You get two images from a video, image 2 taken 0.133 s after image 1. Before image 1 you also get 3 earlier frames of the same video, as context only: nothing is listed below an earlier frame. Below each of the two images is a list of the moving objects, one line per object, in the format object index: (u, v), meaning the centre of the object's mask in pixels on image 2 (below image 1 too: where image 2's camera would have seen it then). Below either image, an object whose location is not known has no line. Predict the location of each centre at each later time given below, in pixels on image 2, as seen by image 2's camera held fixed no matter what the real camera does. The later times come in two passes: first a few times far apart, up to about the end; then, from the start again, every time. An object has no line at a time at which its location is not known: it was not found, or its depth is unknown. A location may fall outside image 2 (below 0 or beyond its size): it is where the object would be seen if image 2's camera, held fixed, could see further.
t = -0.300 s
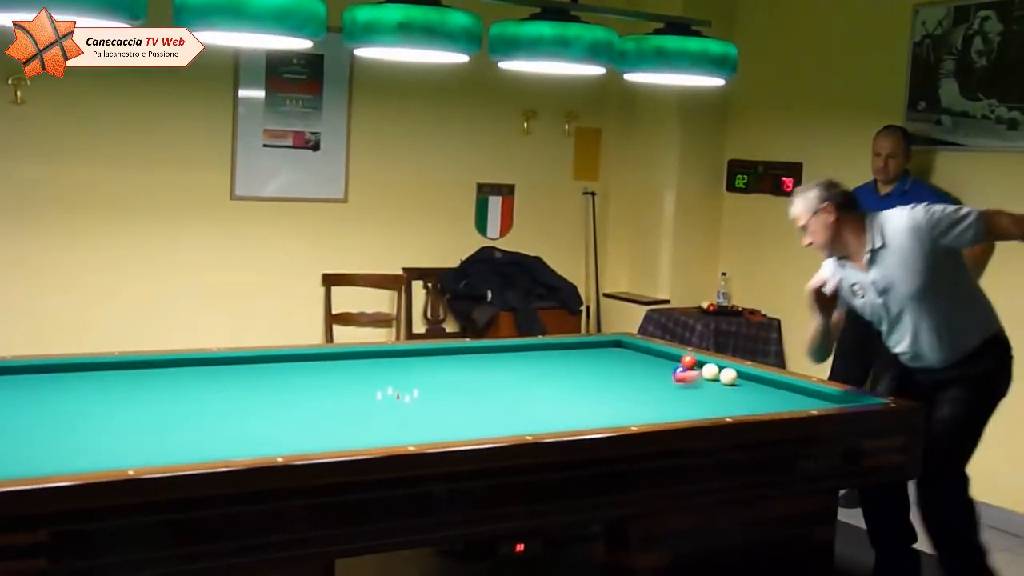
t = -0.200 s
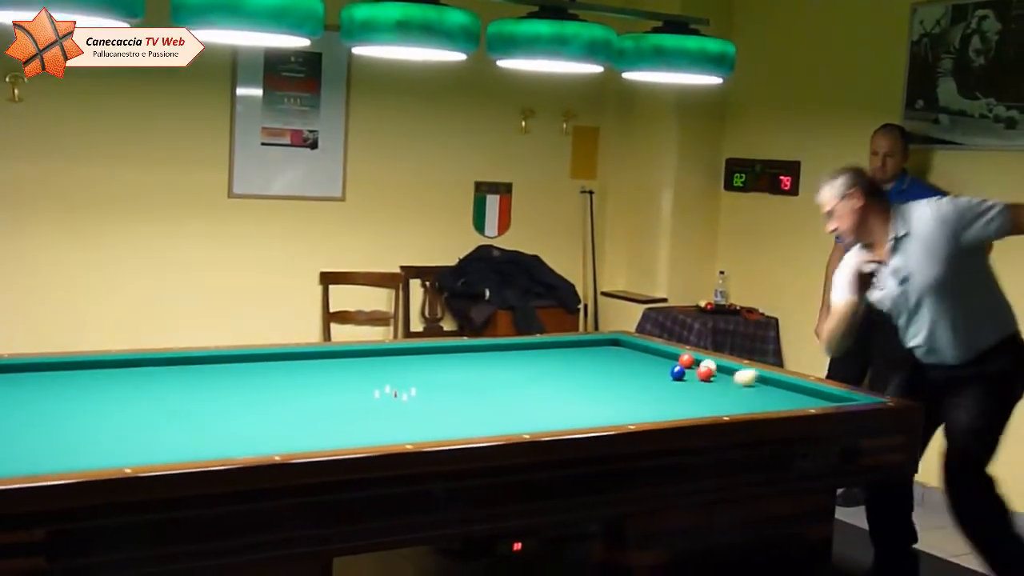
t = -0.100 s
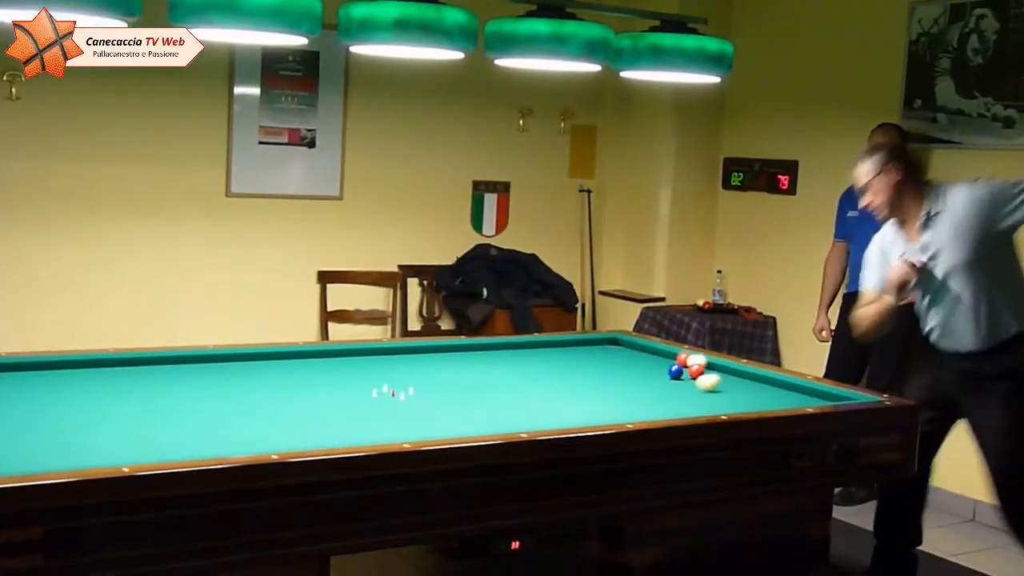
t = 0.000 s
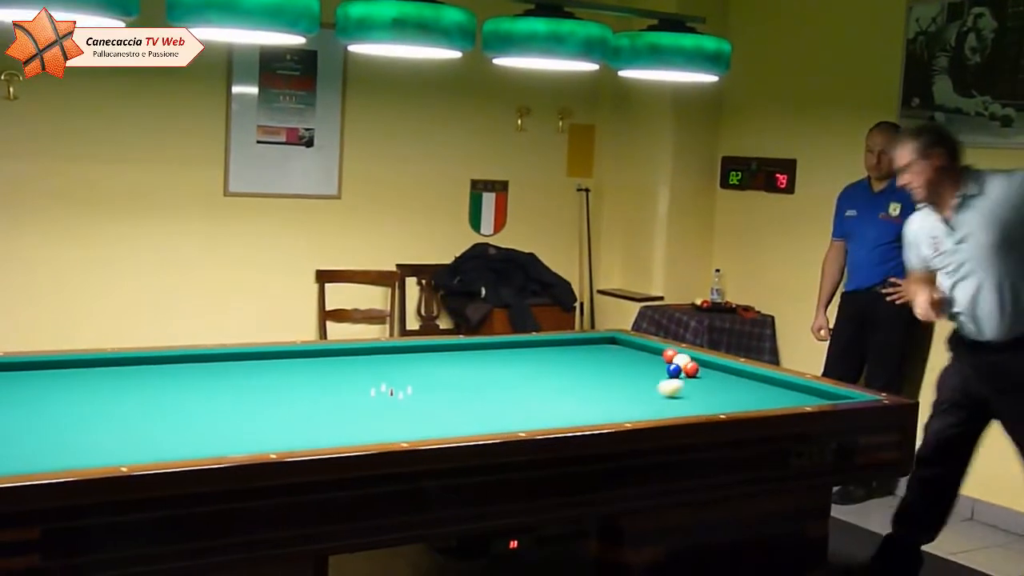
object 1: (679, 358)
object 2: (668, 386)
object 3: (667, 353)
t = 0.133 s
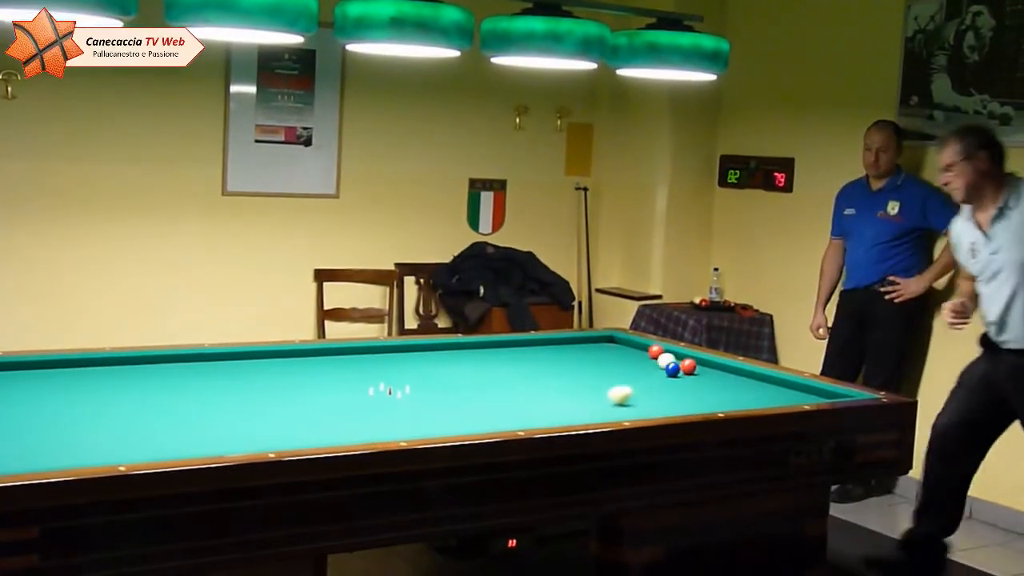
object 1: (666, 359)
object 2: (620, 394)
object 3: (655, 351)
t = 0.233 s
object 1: (657, 361)
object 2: (584, 400)
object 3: (647, 349)
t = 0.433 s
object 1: (637, 362)
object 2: (511, 413)
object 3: (630, 345)
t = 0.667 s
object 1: (614, 363)
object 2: (414, 427)
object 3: (612, 341)
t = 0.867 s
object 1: (594, 364)
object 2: (318, 439)
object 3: (601, 338)
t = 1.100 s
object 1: (571, 365)
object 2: (181, 446)
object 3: (609, 341)
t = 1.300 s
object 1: (552, 366)
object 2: (56, 454)
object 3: (615, 342)
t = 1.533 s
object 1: (529, 367)
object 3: (622, 344)
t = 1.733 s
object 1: (509, 368)
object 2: (72, 444)
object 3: (627, 346)
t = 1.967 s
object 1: (488, 369)
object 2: (140, 431)
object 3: (634, 346)
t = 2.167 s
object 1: (468, 370)
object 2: (187, 422)
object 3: (640, 350)
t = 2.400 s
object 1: (446, 371)
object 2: (236, 412)
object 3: (646, 352)
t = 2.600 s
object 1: (428, 371)
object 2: (275, 406)
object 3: (651, 353)
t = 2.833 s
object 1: (407, 372)
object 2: (318, 398)
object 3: (656, 355)
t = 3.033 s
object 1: (389, 373)
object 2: (351, 392)
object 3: (661, 357)
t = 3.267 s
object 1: (367, 374)
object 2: (388, 385)
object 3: (666, 357)
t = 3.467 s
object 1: (350, 375)
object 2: (416, 380)
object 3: (671, 358)
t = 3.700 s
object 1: (331, 376)
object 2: (446, 375)
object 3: (677, 359)
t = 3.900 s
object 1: (313, 377)
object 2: (470, 370)
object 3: (682, 361)
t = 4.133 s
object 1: (294, 378)
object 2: (496, 365)
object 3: (686, 364)
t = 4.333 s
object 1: (277, 378)
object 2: (517, 361)
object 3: (689, 365)
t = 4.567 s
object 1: (259, 379)
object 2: (541, 357)
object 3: (694, 366)
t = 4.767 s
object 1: (244, 380)
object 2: (557, 353)
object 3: (697, 367)
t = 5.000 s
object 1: (225, 381)
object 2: (560, 352)
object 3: (701, 368)
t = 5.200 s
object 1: (209, 382)
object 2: (562, 351)
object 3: (703, 369)
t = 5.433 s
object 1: (193, 383)
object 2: (566, 350)
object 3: (707, 370)
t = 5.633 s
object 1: (180, 383)
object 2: (568, 349)
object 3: (710, 371)
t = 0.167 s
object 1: (662, 360)
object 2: (607, 397)
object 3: (652, 350)
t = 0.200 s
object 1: (660, 361)
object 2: (595, 399)
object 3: (649, 349)
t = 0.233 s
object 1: (657, 361)
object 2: (584, 400)
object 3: (647, 349)
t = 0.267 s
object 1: (654, 362)
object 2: (571, 403)
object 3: (644, 348)
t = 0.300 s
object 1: (650, 361)
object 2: (560, 405)
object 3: (641, 348)
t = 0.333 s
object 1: (647, 361)
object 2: (548, 407)
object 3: (638, 347)
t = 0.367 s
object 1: (644, 362)
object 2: (535, 409)
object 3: (635, 347)
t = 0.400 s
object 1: (641, 362)
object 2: (523, 411)
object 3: (633, 346)
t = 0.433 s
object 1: (637, 362)
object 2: (511, 413)
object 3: (630, 345)
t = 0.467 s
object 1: (634, 362)
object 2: (497, 415)
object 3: (627, 345)
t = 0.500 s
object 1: (631, 362)
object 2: (484, 417)
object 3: (625, 344)
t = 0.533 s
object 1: (627, 362)
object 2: (471, 419)
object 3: (622, 343)
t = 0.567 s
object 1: (624, 363)
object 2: (457, 421)
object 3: (620, 343)
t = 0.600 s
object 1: (621, 363)
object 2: (443, 423)
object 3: (617, 342)
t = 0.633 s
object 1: (617, 363)
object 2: (429, 425)
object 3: (615, 342)
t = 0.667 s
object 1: (614, 363)
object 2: (414, 427)
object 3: (612, 341)
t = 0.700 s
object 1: (611, 363)
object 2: (399, 429)
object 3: (610, 340)
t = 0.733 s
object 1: (607, 364)
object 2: (384, 431)
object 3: (607, 340)
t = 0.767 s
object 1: (604, 364)
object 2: (368, 433)
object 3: (605, 339)
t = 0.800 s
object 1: (601, 364)
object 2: (353, 434)
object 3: (602, 339)
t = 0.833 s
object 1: (598, 364)
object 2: (336, 437)
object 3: (600, 338)
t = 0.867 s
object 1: (594, 364)
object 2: (318, 439)
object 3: (601, 338)
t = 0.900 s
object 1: (591, 364)
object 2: (299, 439)
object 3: (602, 338)
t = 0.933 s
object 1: (587, 364)
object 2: (279, 440)
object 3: (604, 339)
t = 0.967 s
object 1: (584, 364)
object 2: (260, 441)
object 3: (605, 340)
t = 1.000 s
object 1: (581, 365)
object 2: (241, 443)
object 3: (606, 340)
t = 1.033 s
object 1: (578, 365)
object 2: (221, 444)
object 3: (607, 340)
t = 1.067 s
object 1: (575, 365)
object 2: (201, 445)
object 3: (608, 340)
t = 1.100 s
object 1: (571, 365)
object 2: (181, 446)
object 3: (609, 341)
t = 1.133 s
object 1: (568, 365)
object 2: (161, 447)
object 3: (610, 341)
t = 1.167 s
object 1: (565, 366)
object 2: (140, 449)
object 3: (611, 341)
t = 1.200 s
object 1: (562, 366)
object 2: (120, 450)
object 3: (612, 341)
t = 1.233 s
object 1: (558, 366)
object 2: (99, 452)
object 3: (613, 342)
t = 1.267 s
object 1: (555, 366)
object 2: (78, 453)
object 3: (614, 342)
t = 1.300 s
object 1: (552, 366)
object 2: (56, 454)
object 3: (615, 342)
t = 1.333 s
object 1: (549, 366)
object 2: (34, 456)
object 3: (616, 343)
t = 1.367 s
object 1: (545, 366)
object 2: (12, 458)
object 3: (617, 343)
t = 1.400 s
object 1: (542, 367)
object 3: (618, 343)
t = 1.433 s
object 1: (539, 367)
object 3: (619, 343)
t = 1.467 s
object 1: (535, 367)
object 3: (620, 344)
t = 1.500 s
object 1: (533, 367)
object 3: (621, 344)
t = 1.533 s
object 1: (529, 367)
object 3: (622, 344)
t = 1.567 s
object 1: (526, 367)
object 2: (3, 454)
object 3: (623, 345)
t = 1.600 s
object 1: (523, 367)
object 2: (17, 452)
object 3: (624, 345)
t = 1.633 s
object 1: (519, 368)
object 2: (33, 450)
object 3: (625, 345)
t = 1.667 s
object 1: (516, 368)
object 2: (46, 447)
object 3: (626, 346)
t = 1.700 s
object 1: (513, 368)
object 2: (60, 445)
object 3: (627, 346)
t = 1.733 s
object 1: (509, 368)
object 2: (72, 444)
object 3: (627, 346)
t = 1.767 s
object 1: (506, 368)
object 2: (84, 442)
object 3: (628, 347)
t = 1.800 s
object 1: (504, 368)
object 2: (94, 439)
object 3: (629, 346)
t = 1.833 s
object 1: (500, 368)
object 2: (104, 438)
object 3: (630, 347)
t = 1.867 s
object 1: (497, 369)
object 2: (114, 436)
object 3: (631, 346)
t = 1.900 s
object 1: (494, 369)
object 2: (123, 435)
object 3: (631, 347)
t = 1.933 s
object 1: (491, 369)
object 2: (131, 433)
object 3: (632, 346)
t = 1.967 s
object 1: (488, 369)
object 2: (140, 431)
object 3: (634, 346)
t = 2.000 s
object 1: (484, 369)
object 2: (148, 429)
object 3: (636, 346)
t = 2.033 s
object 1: (481, 369)
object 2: (156, 428)
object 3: (637, 347)
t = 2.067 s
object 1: (478, 369)
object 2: (163, 427)
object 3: (638, 348)
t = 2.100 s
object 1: (475, 369)
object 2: (171, 426)
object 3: (639, 348)
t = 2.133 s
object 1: (472, 370)
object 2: (179, 424)
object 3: (640, 349)
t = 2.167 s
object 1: (468, 370)
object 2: (187, 422)
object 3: (640, 350)
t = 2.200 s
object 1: (465, 370)
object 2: (194, 421)
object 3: (641, 350)
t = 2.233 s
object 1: (462, 370)
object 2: (202, 420)
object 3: (642, 350)
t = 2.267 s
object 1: (459, 370)
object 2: (209, 419)
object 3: (642, 351)
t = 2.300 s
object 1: (456, 370)
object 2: (216, 417)
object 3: (643, 351)
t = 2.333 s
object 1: (453, 370)
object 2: (223, 415)
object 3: (644, 351)
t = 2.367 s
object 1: (450, 371)
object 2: (230, 414)
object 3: (645, 351)
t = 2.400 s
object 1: (446, 371)
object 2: (236, 412)
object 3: (646, 352)
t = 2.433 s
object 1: (443, 371)
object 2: (243, 412)
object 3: (646, 352)
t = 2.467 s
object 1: (440, 371)
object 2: (249, 411)
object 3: (647, 352)
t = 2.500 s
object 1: (437, 371)
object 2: (256, 410)
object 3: (648, 353)
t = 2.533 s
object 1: (434, 371)
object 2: (262, 408)
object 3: (649, 353)
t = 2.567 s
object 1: (431, 372)
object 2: (269, 407)
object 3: (650, 353)
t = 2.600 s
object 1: (428, 371)
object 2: (275, 406)
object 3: (651, 353)
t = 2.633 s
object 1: (425, 372)
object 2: (282, 404)
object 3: (651, 354)
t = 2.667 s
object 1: (422, 372)
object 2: (288, 403)
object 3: (652, 354)
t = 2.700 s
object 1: (418, 372)
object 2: (294, 402)
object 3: (653, 354)
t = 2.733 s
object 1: (416, 372)
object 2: (300, 401)
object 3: (654, 355)
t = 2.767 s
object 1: (413, 372)
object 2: (306, 400)
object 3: (655, 355)
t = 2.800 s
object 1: (410, 372)
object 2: (312, 399)
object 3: (656, 355)
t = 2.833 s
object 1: (407, 372)
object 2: (318, 398)
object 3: (656, 355)
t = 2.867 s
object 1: (404, 373)
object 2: (324, 397)
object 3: (657, 356)
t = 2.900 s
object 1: (401, 373)
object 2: (330, 396)
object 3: (658, 356)
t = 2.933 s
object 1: (398, 373)
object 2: (335, 394)
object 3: (659, 356)
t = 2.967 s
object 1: (395, 373)
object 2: (340, 394)
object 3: (660, 356)
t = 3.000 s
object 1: (392, 373)
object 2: (346, 393)
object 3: (660, 356)
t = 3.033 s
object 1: (389, 373)
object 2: (351, 392)
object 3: (661, 357)
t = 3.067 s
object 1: (386, 373)
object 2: (356, 390)
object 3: (662, 357)
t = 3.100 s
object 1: (383, 373)
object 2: (362, 390)
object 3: (663, 357)
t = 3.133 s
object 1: (380, 373)
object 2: (367, 388)
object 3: (663, 357)
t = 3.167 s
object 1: (377, 372)
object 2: (372, 388)
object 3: (664, 357)
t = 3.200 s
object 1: (374, 372)
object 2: (377, 387)
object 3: (664, 357)
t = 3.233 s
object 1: (370, 374)
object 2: (383, 386)
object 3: (666, 358)
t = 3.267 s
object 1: (367, 374)
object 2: (388, 385)
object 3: (666, 357)
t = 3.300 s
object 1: (365, 375)
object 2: (392, 384)
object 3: (667, 358)
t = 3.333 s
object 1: (362, 375)
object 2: (396, 383)
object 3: (668, 358)
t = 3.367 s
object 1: (359, 375)
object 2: (402, 382)
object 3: (668, 358)
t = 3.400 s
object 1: (356, 375)
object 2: (407, 382)
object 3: (669, 358)
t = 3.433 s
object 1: (353, 375)
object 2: (411, 381)
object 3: (670, 358)
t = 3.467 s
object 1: (350, 375)
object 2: (416, 380)
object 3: (671, 358)
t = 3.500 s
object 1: (347, 375)
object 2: (420, 379)
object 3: (672, 358)
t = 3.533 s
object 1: (345, 375)
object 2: (425, 378)
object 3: (673, 358)
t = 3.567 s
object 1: (342, 376)
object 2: (429, 378)
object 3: (674, 358)
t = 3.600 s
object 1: (339, 375)
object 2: (433, 377)
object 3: (675, 359)
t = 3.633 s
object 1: (336, 375)
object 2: (438, 376)
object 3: (675, 359)
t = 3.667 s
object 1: (333, 376)
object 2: (441, 375)
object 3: (676, 359)
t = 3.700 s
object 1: (331, 376)
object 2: (446, 375)
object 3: (677, 359)
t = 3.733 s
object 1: (328, 376)
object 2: (450, 374)
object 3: (678, 360)
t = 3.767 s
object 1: (325, 376)
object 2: (454, 373)
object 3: (679, 360)
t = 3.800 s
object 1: (322, 376)
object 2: (458, 372)
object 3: (680, 360)
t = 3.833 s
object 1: (318, 376)
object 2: (462, 371)
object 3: (680, 361)
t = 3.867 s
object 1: (317, 376)
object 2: (466, 371)
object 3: (681, 361)
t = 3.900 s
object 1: (313, 377)
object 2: (470, 370)
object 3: (682, 361)
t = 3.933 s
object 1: (311, 377)
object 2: (474, 369)
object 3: (682, 362)
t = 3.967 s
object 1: (308, 377)
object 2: (478, 369)
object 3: (683, 362)
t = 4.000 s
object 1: (305, 377)
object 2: (481, 368)
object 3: (684, 363)
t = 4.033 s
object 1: (302, 377)
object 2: (486, 367)
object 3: (684, 363)
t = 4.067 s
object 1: (299, 377)
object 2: (489, 367)
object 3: (685, 363)
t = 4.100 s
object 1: (296, 378)
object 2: (492, 366)
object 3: (685, 364)
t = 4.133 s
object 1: (294, 378)
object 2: (496, 365)
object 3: (686, 364)
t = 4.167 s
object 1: (292, 378)
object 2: (500, 364)
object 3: (686, 364)
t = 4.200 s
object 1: (289, 378)
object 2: (503, 364)
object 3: (687, 364)
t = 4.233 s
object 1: (286, 378)
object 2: (507, 363)
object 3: (688, 364)
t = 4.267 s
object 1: (283, 378)
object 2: (510, 362)
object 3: (688, 365)
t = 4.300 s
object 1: (280, 378)
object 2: (514, 361)
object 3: (689, 365)
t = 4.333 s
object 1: (277, 378)
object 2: (517, 361)
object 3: (689, 365)
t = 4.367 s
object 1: (275, 378)
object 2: (521, 360)
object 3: (690, 365)
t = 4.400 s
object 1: (272, 378)
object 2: (524, 360)
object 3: (691, 365)
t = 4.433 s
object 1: (269, 379)
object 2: (527, 359)
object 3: (691, 365)
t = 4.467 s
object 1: (267, 379)
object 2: (531, 358)
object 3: (692, 366)
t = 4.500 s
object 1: (264, 379)
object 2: (535, 357)
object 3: (693, 366)
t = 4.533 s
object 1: (261, 379)
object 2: (537, 357)
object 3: (693, 366)
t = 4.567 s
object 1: (259, 379)
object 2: (541, 357)
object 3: (694, 366)
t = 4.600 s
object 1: (256, 379)
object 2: (544, 356)
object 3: (694, 366)
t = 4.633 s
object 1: (253, 379)
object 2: (547, 355)
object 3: (695, 367)
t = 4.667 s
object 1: (251, 380)
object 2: (550, 355)
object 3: (695, 367)
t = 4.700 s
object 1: (248, 380)
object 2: (553, 354)
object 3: (696, 367)
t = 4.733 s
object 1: (246, 380)
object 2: (556, 353)
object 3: (696, 367)
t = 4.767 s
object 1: (244, 380)
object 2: (557, 353)
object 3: (697, 367)
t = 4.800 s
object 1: (241, 380)
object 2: (557, 353)
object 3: (698, 367)
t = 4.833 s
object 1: (239, 380)
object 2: (557, 353)
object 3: (698, 368)
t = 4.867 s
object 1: (236, 380)
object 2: (558, 353)
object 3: (699, 368)
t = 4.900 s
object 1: (233, 380)
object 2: (558, 353)
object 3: (699, 368)
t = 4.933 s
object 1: (231, 381)
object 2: (559, 353)
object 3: (700, 368)
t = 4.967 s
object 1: (228, 381)
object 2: (559, 352)
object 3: (700, 368)
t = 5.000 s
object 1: (225, 381)
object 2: (560, 352)
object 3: (701, 368)
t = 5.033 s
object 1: (222, 381)
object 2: (560, 352)
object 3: (701, 368)
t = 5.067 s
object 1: (220, 381)
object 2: (560, 352)
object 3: (702, 369)
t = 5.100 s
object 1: (217, 381)
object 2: (561, 352)
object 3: (702, 369)
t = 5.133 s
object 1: (214, 382)
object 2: (561, 352)
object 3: (702, 369)
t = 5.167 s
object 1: (212, 382)
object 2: (562, 352)
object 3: (703, 369)
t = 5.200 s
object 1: (209, 382)
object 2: (562, 351)
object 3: (703, 369)
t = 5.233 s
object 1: (207, 382)
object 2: (563, 351)
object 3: (704, 369)
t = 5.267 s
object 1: (205, 382)
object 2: (563, 351)
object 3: (704, 370)
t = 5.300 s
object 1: (203, 382)
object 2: (564, 351)
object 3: (705, 370)
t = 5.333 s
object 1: (200, 382)
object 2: (564, 351)
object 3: (705, 370)
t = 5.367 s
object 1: (198, 382)
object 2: (565, 351)
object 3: (706, 370)
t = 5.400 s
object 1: (196, 382)
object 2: (565, 350)
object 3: (706, 370)
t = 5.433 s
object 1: (193, 383)
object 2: (566, 350)
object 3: (707, 370)
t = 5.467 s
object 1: (191, 383)
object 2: (566, 350)
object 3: (707, 370)
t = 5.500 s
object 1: (189, 383)
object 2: (566, 350)
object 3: (708, 370)
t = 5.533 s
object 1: (187, 383)
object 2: (567, 350)
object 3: (708, 370)
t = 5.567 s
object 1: (185, 383)
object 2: (567, 350)
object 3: (709, 371)
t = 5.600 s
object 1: (182, 383)
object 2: (568, 349)
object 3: (709, 371)
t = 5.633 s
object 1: (180, 383)
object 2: (568, 349)
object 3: (710, 371)
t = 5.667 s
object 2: (569, 349)
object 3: (710, 371)
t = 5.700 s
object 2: (569, 349)
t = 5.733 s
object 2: (570, 349)
